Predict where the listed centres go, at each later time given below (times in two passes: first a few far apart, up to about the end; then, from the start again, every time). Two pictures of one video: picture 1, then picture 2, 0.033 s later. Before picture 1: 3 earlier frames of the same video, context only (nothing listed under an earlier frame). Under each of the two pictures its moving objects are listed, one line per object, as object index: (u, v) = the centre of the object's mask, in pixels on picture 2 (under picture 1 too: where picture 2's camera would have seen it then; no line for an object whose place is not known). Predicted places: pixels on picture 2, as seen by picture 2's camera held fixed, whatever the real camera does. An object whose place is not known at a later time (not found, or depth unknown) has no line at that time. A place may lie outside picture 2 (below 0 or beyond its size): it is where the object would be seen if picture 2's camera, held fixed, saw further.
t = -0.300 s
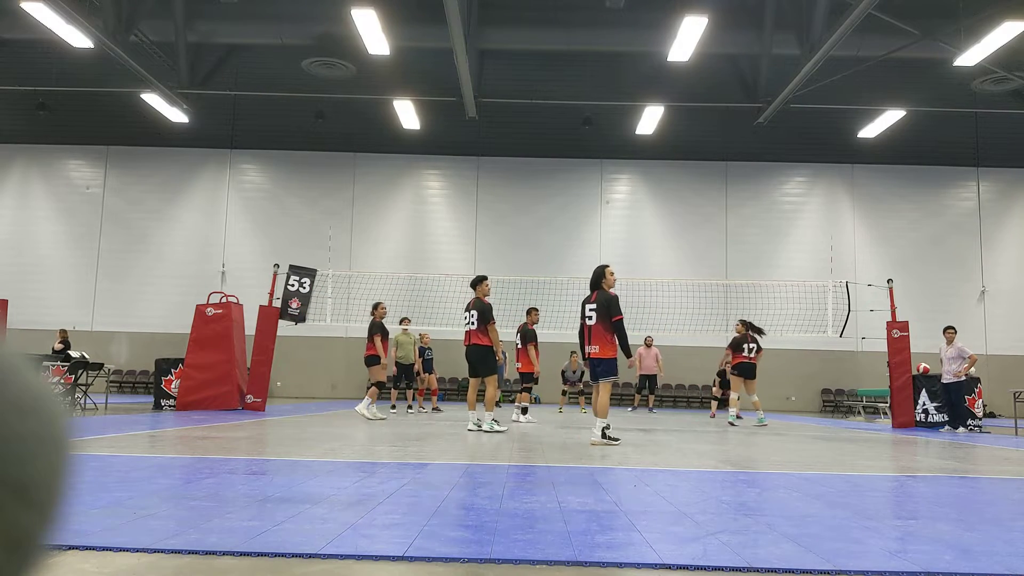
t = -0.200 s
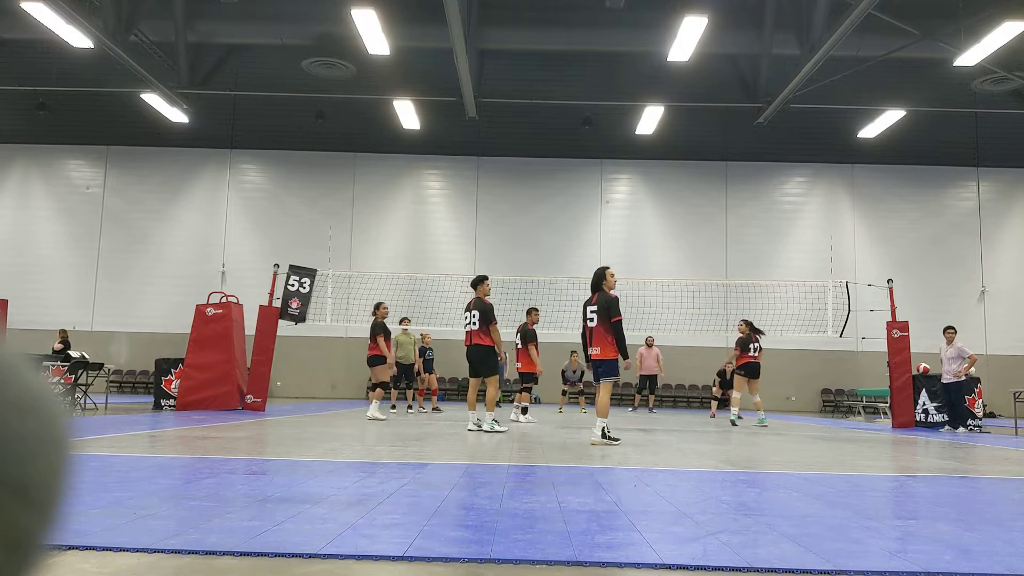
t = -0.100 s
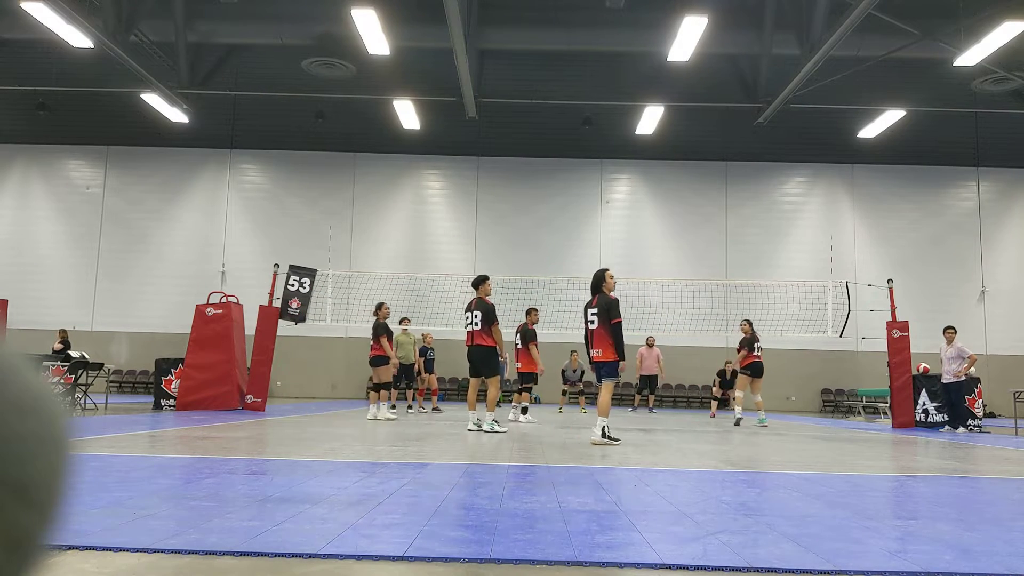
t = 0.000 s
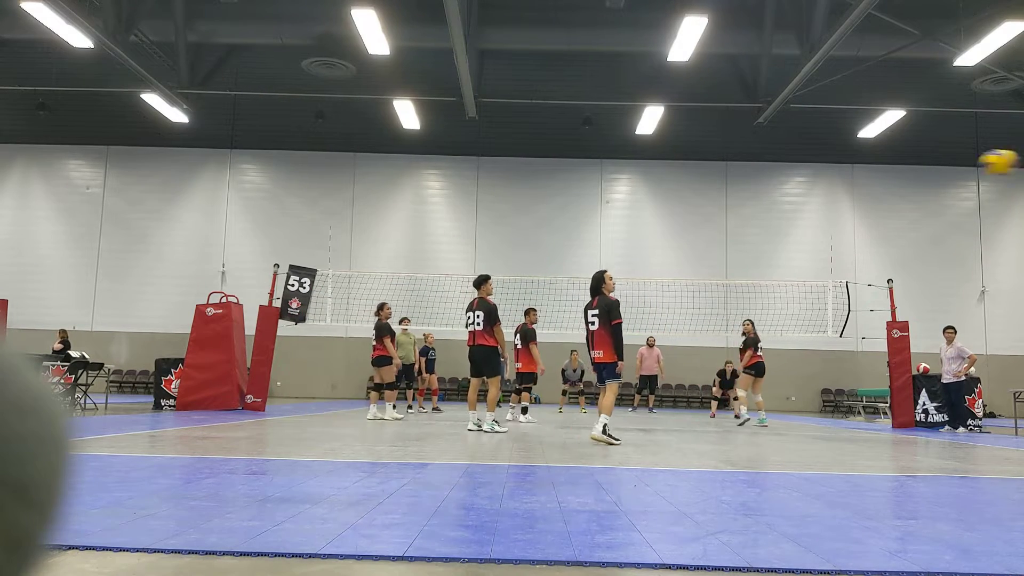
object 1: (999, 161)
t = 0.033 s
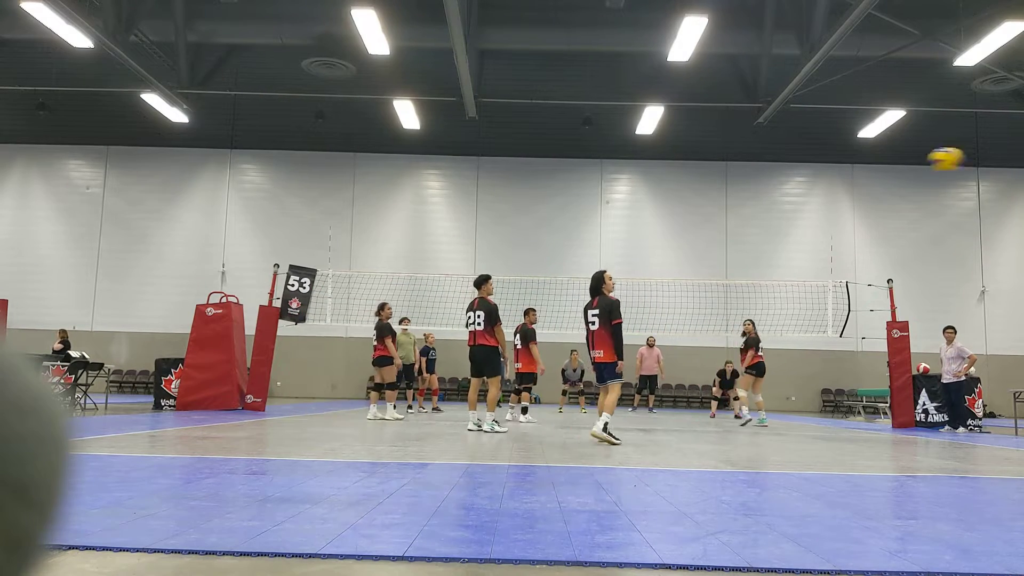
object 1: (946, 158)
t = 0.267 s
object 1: (717, 168)
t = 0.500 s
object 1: (605, 205)
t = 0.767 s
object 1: (529, 255)
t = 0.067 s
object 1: (900, 157)
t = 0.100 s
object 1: (859, 157)
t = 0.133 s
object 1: (823, 159)
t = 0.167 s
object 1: (792, 160)
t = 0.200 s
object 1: (764, 162)
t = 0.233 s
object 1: (739, 165)
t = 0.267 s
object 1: (717, 168)
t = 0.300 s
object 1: (696, 172)
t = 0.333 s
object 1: (678, 176)
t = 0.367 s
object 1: (661, 182)
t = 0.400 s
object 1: (646, 188)
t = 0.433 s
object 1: (631, 193)
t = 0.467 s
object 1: (617, 199)
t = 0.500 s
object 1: (605, 205)
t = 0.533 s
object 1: (594, 211)
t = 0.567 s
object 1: (583, 217)
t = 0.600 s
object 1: (573, 223)
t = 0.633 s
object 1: (564, 229)
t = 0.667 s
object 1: (555, 236)
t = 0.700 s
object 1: (546, 242)
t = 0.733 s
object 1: (537, 248)
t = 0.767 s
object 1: (529, 255)
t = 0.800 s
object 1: (522, 262)
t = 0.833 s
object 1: (514, 269)
